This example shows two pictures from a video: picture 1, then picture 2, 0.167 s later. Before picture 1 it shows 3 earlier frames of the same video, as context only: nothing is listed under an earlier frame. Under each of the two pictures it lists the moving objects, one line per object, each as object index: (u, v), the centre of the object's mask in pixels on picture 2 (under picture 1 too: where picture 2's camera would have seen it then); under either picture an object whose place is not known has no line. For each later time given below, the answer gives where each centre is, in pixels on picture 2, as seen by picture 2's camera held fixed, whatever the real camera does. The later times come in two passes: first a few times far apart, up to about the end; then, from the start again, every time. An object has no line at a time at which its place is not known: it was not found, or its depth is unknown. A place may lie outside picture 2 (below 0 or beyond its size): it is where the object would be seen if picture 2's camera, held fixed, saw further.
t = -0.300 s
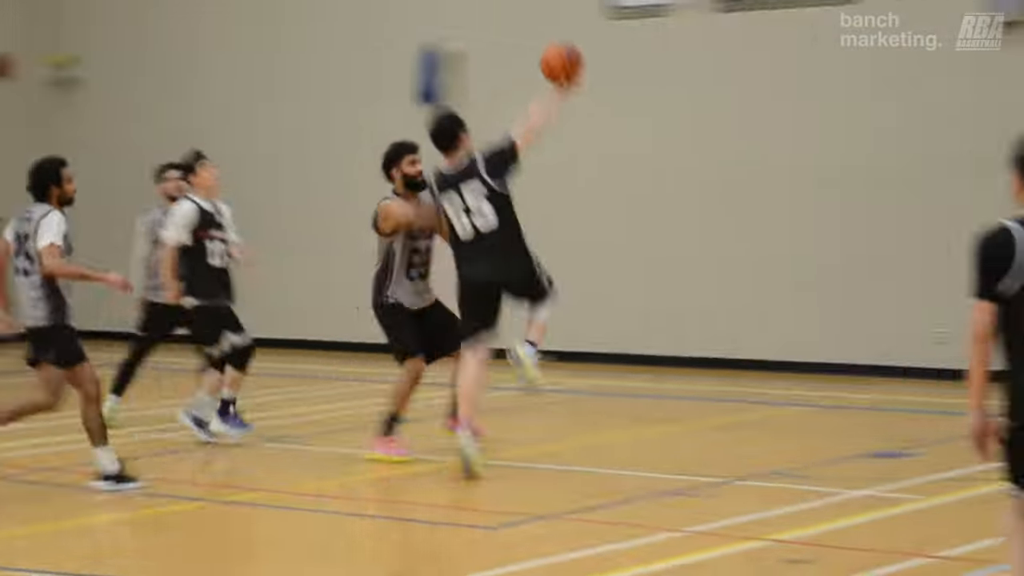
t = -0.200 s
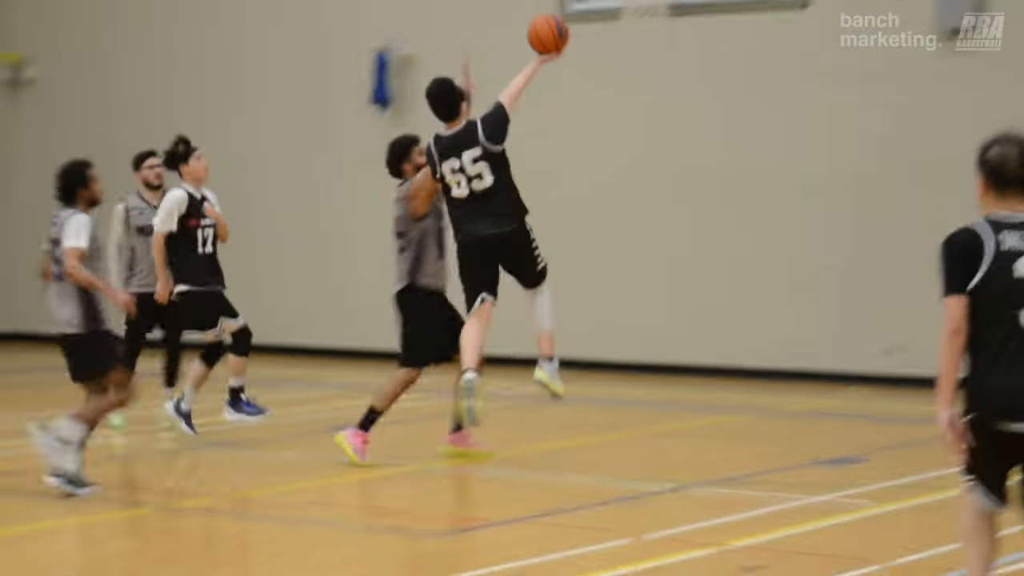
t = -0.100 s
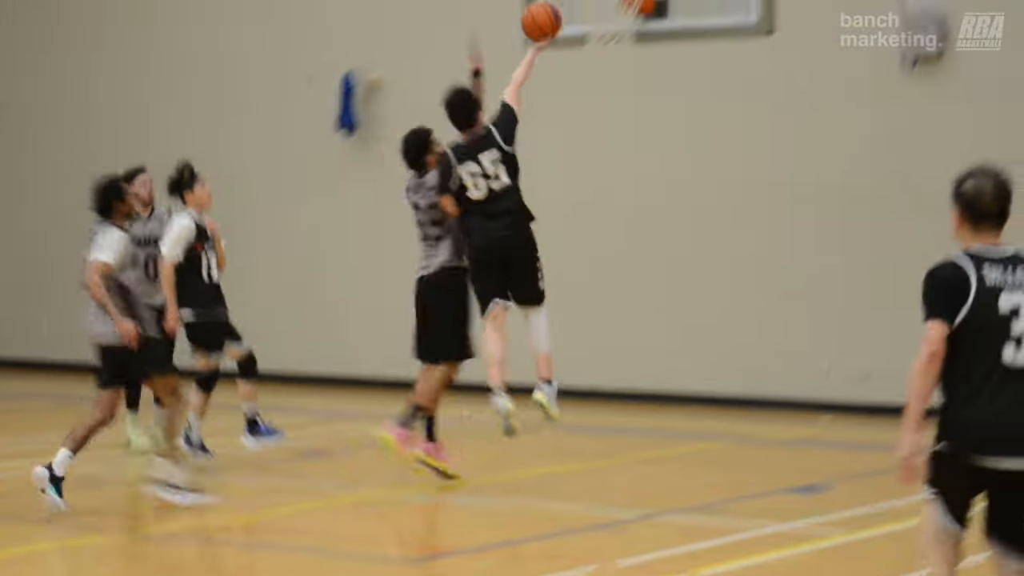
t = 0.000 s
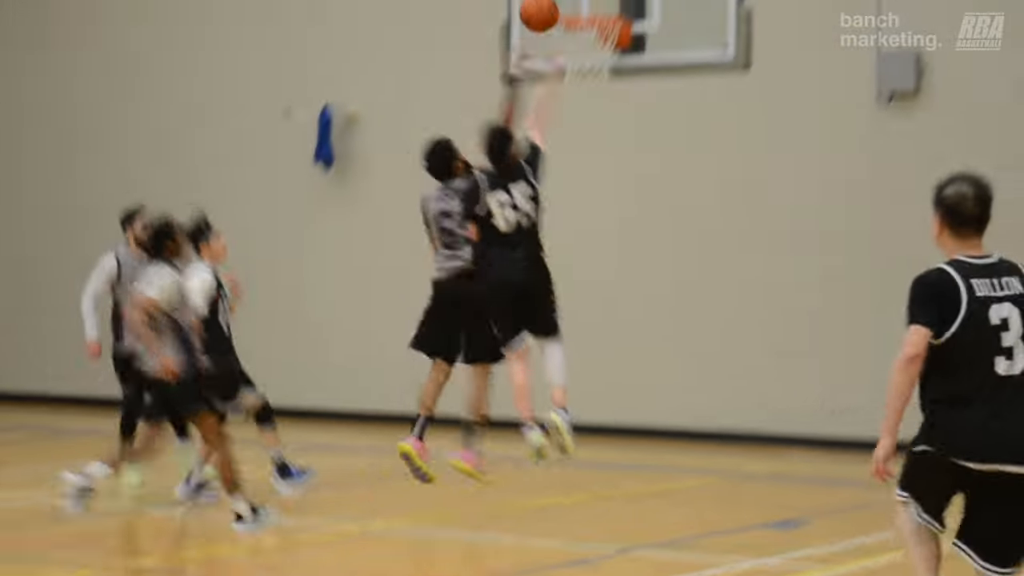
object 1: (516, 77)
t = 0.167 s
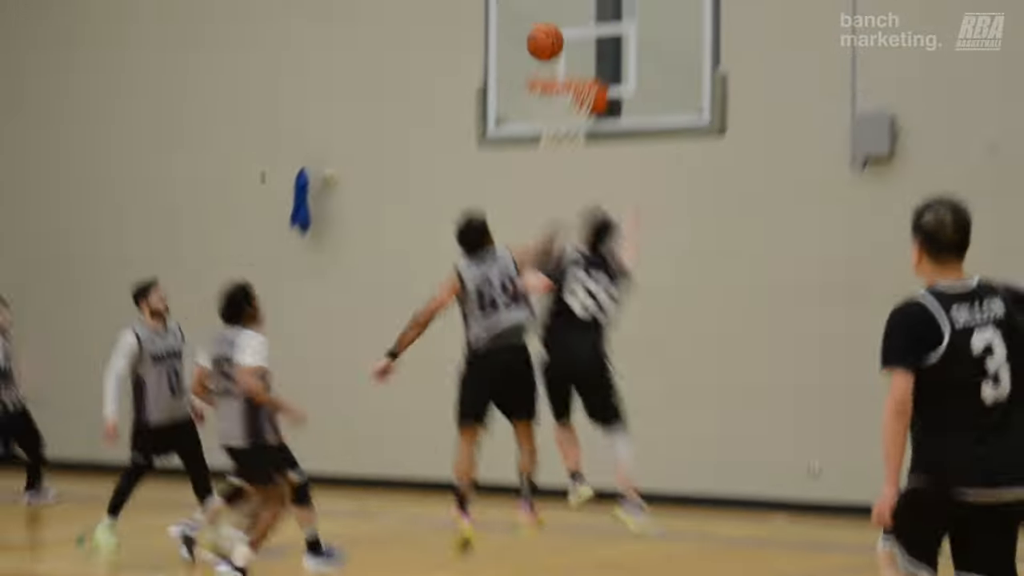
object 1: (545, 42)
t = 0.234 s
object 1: (555, 41)
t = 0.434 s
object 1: (572, 64)
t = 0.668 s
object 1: (547, 71)
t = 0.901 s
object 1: (577, 87)
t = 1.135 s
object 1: (552, 120)
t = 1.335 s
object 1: (535, 148)
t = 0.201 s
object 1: (550, 41)
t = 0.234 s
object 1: (555, 41)
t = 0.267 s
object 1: (560, 43)
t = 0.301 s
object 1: (565, 48)
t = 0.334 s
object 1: (570, 53)
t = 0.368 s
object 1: (575, 60)
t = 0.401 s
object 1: (577, 65)
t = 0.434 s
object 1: (572, 64)
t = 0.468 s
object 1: (565, 64)
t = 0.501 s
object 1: (559, 64)
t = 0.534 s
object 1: (552, 66)
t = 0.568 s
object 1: (547, 69)
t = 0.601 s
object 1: (540, 72)
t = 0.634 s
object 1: (540, 72)
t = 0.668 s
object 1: (547, 71)
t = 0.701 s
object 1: (552, 71)
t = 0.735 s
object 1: (557, 71)
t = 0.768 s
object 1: (562, 71)
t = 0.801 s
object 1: (567, 71)
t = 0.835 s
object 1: (572, 72)
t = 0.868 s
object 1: (577, 87)
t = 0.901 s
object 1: (577, 87)
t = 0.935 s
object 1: (576, 88)
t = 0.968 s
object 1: (575, 93)
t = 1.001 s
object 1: (569, 97)
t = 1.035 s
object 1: (566, 102)
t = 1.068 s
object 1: (563, 105)
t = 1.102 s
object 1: (557, 110)
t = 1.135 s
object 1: (552, 120)
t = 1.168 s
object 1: (547, 123)
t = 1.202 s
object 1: (545, 125)
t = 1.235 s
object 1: (543, 127)
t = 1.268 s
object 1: (541, 133)
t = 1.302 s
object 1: (540, 140)
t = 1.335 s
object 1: (535, 148)
